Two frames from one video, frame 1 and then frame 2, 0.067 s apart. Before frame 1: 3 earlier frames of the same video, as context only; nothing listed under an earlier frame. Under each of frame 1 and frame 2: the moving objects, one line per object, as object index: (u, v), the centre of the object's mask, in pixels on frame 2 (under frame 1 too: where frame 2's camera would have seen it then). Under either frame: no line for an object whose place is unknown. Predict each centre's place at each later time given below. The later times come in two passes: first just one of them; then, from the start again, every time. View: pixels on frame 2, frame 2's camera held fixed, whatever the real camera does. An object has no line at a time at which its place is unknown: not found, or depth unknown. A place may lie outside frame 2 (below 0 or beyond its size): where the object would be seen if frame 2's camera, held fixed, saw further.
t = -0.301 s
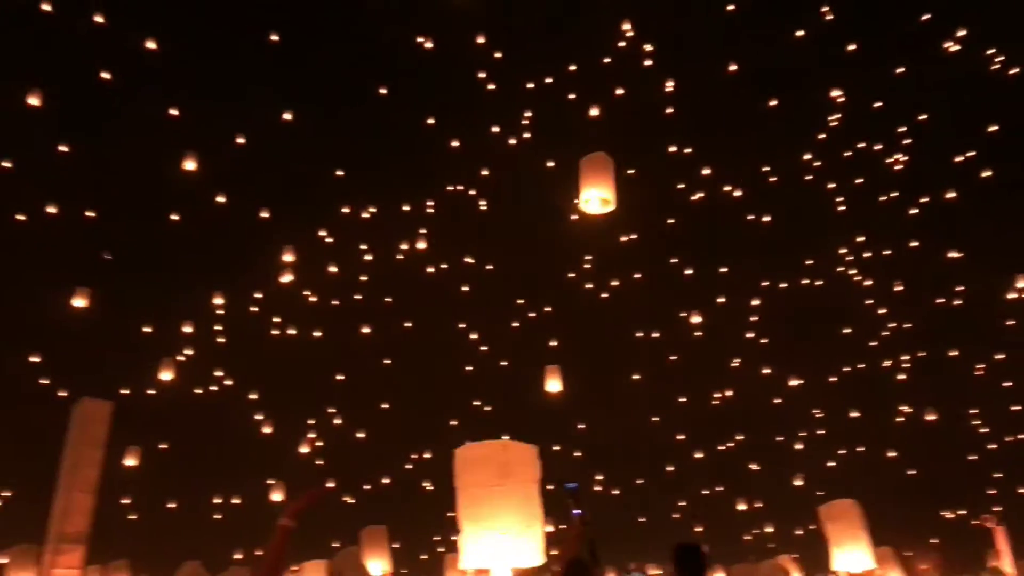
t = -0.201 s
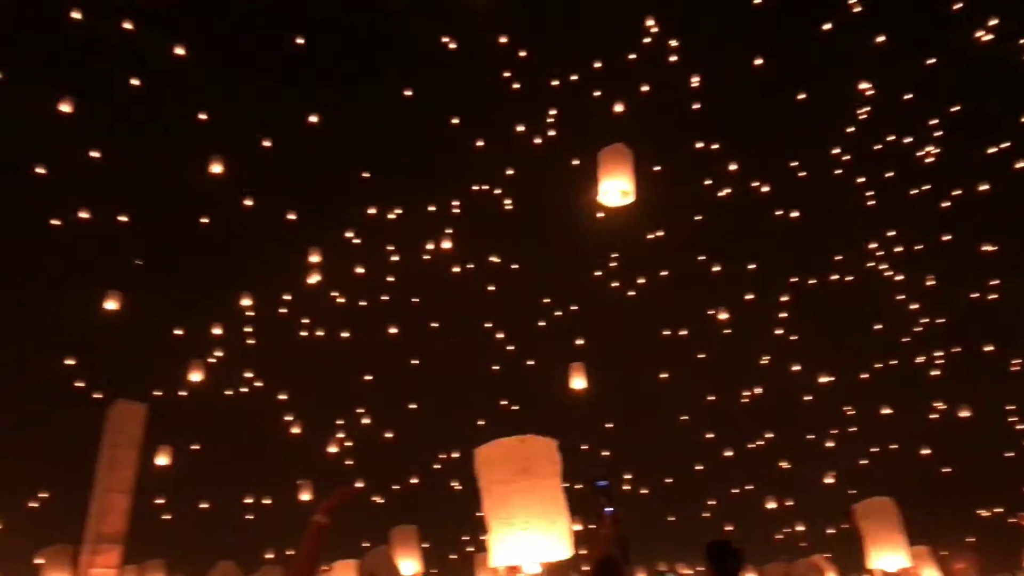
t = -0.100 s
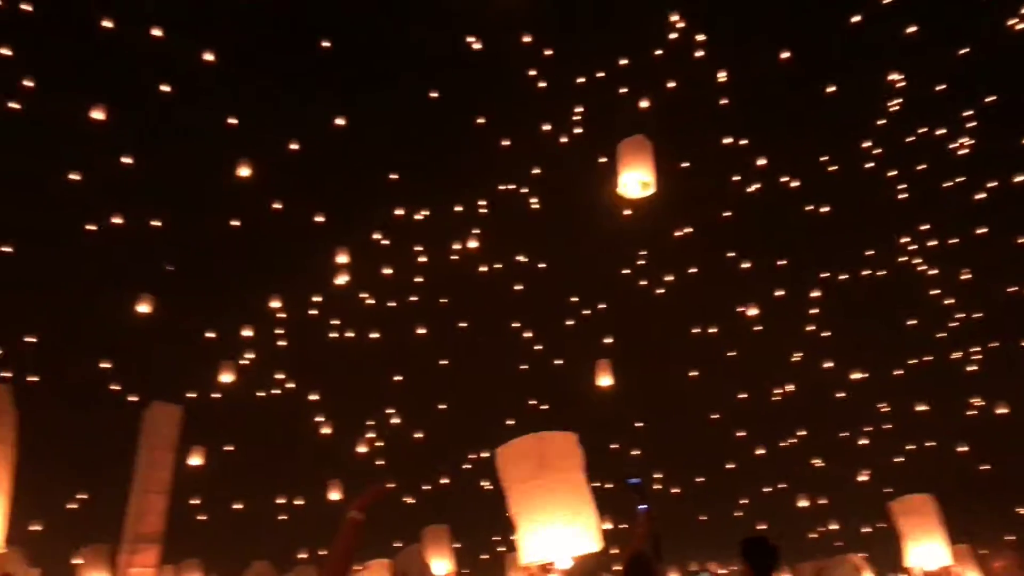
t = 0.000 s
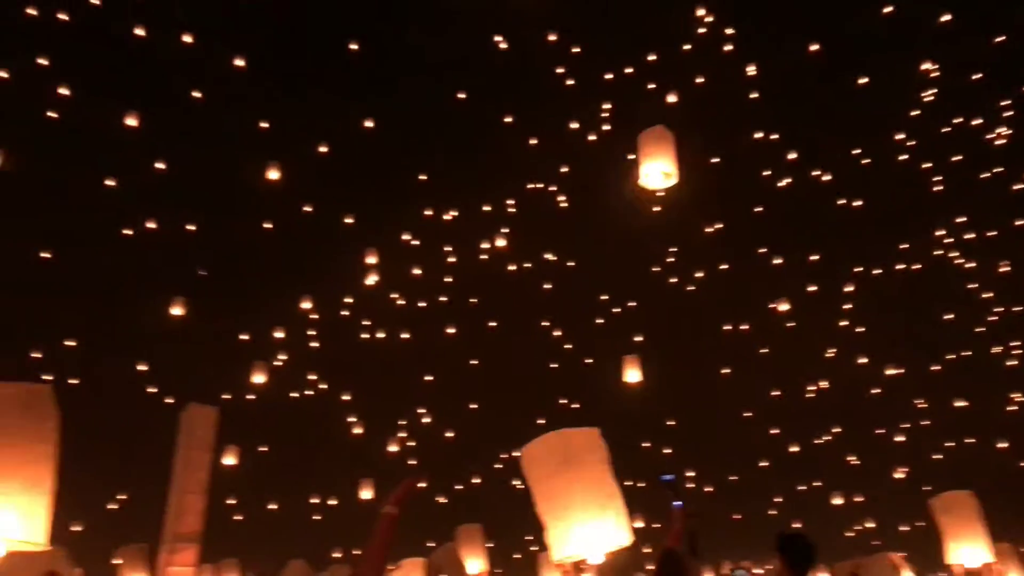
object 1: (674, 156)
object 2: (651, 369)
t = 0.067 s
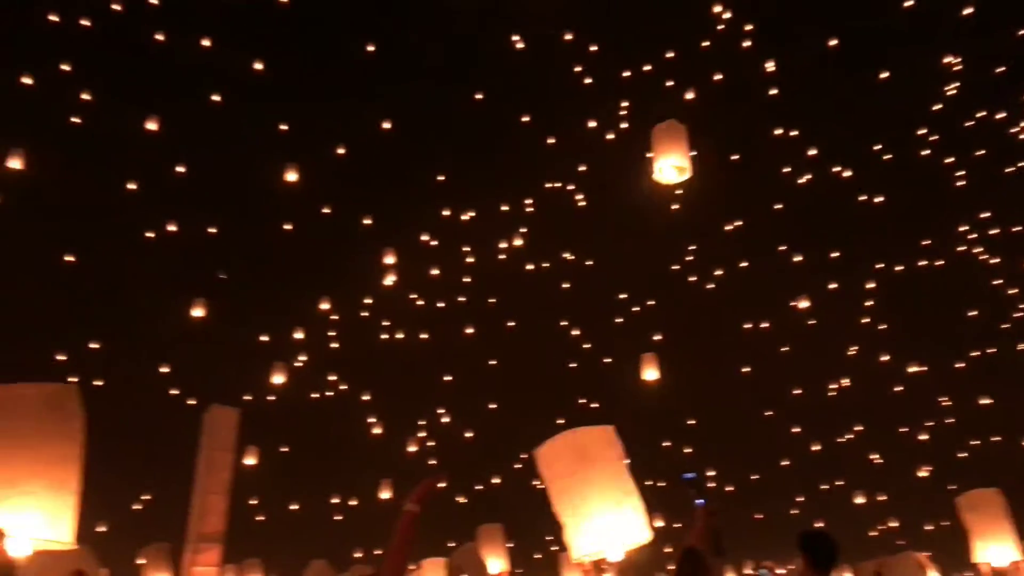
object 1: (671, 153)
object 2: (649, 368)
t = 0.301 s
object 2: (644, 363)
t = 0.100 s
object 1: (669, 151)
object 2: (648, 367)
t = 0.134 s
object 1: (667, 149)
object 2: (647, 366)
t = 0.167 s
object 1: (665, 148)
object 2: (647, 366)
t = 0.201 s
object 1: (664, 147)
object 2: (646, 365)
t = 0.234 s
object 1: (663, 146)
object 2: (645, 364)
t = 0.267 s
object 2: (645, 364)
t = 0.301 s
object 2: (644, 363)
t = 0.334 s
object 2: (643, 363)
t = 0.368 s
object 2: (642, 362)
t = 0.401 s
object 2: (641, 361)
